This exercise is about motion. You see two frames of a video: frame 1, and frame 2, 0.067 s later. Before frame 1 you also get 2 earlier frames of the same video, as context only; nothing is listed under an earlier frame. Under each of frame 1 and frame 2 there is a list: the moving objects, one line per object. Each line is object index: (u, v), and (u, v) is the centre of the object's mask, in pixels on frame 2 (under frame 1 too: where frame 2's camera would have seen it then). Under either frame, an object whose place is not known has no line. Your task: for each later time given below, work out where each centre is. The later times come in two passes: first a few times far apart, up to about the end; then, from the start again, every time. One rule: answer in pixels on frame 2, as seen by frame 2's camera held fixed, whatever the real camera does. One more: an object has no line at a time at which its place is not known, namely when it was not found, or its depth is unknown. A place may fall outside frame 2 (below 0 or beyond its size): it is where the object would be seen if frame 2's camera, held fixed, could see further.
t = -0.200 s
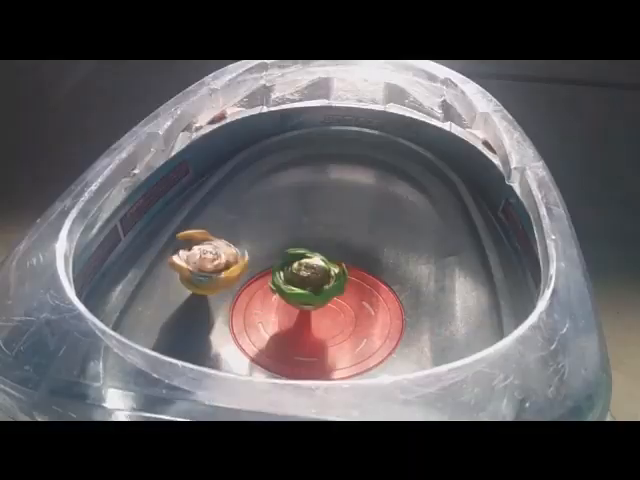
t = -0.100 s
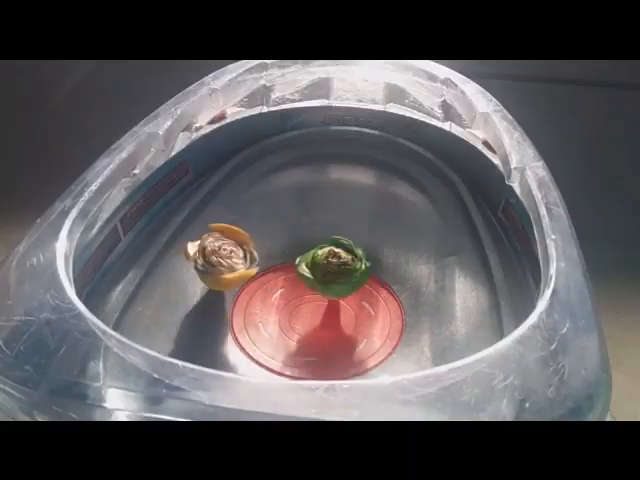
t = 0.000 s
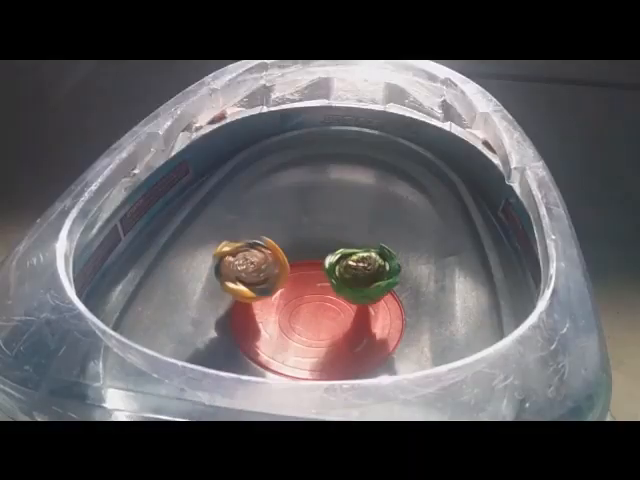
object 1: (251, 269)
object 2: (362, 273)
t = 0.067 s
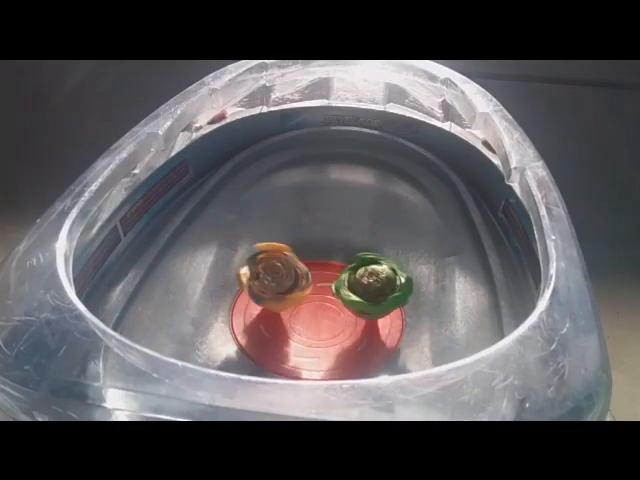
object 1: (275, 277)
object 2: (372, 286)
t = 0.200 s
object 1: (298, 269)
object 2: (380, 323)
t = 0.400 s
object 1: (326, 269)
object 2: (311, 336)
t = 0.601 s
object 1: (367, 268)
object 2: (262, 291)
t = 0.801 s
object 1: (383, 271)
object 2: (302, 253)
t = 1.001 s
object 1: (385, 299)
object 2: (318, 248)
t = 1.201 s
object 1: (351, 334)
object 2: (311, 282)
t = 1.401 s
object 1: (328, 352)
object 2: (266, 270)
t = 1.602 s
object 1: (297, 332)
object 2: (288, 271)
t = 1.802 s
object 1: (282, 329)
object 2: (326, 236)
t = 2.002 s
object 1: (297, 305)
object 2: (365, 254)
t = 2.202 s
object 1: (293, 293)
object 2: (401, 276)
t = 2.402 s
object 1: (308, 283)
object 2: (387, 304)
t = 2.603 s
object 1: (303, 264)
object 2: (383, 329)
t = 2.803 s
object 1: (298, 251)
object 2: (361, 332)
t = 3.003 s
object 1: (306, 267)
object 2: (340, 324)
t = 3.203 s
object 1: (315, 275)
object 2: (342, 340)
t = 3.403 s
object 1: (305, 290)
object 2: (368, 346)
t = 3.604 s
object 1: (305, 270)
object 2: (358, 338)
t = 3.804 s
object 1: (315, 277)
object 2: (356, 305)
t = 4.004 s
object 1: (301, 273)
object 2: (373, 291)
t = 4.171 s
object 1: (290, 270)
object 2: (359, 301)
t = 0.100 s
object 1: (290, 280)
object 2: (372, 294)
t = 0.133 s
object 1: (294, 276)
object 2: (378, 304)
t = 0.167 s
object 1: (295, 272)
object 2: (382, 312)
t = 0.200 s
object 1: (298, 269)
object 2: (380, 323)
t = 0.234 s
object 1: (301, 269)
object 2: (375, 330)
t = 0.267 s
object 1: (304, 269)
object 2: (366, 336)
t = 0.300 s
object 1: (309, 269)
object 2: (353, 341)
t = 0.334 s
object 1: (316, 269)
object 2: (337, 342)
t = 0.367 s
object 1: (322, 270)
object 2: (323, 341)
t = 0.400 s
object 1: (326, 269)
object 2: (311, 336)
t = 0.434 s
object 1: (330, 271)
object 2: (301, 331)
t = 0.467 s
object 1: (334, 273)
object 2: (291, 322)
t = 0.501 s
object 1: (344, 274)
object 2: (281, 316)
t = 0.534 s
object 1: (354, 271)
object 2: (272, 308)
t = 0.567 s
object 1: (360, 269)
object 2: (265, 299)
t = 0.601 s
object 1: (367, 268)
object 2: (262, 291)
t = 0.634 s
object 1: (373, 269)
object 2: (263, 282)
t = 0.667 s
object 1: (380, 267)
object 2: (265, 274)
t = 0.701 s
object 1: (383, 266)
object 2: (271, 266)
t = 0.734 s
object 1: (384, 267)
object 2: (279, 260)
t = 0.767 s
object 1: (383, 270)
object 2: (290, 256)
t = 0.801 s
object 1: (383, 271)
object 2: (302, 253)
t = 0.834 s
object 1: (385, 274)
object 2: (312, 251)
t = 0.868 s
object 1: (390, 280)
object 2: (313, 249)
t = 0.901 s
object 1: (389, 284)
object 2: (314, 247)
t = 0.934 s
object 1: (389, 288)
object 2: (315, 245)
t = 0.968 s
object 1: (387, 292)
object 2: (317, 247)
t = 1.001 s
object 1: (385, 299)
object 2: (318, 248)
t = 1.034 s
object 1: (383, 305)
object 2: (318, 252)
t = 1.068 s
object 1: (379, 310)
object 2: (319, 258)
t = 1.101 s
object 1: (373, 317)
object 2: (318, 263)
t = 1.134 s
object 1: (366, 322)
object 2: (317, 269)
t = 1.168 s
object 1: (359, 329)
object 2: (315, 276)
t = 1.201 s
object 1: (351, 334)
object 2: (311, 282)
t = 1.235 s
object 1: (346, 340)
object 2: (302, 284)
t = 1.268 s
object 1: (346, 346)
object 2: (294, 281)
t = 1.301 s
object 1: (344, 348)
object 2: (284, 279)
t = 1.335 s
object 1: (338, 350)
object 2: (276, 276)
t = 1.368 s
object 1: (333, 351)
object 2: (270, 272)
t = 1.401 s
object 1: (328, 352)
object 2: (266, 270)
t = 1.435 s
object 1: (320, 351)
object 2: (267, 268)
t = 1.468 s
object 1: (315, 350)
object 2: (267, 266)
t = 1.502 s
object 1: (310, 347)
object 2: (270, 265)
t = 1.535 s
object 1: (305, 344)
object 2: (274, 265)
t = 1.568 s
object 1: (301, 339)
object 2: (281, 267)
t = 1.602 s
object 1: (297, 332)
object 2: (288, 271)
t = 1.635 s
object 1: (290, 328)
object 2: (293, 272)
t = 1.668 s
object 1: (286, 332)
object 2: (299, 261)
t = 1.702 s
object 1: (281, 333)
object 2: (306, 253)
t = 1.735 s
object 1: (281, 332)
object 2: (314, 245)
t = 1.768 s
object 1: (282, 332)
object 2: (320, 239)
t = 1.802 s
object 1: (282, 329)
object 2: (326, 236)
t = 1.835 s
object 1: (283, 327)
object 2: (333, 234)
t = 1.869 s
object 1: (283, 323)
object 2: (343, 234)
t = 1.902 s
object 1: (286, 321)
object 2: (351, 235)
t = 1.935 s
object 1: (289, 316)
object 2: (357, 240)
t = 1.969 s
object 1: (292, 310)
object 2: (362, 246)
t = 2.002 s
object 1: (297, 305)
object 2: (365, 254)
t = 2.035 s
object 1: (300, 300)
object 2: (365, 262)
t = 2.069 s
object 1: (302, 300)
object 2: (369, 267)
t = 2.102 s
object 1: (294, 297)
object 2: (380, 268)
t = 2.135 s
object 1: (292, 297)
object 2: (391, 270)
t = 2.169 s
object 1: (291, 293)
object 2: (395, 273)
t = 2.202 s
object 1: (293, 293)
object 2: (401, 276)
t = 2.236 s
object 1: (294, 290)
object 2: (406, 279)
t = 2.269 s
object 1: (296, 289)
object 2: (406, 283)
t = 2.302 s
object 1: (298, 285)
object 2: (405, 288)
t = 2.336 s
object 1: (301, 285)
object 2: (402, 293)
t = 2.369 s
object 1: (303, 283)
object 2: (394, 299)
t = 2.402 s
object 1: (308, 283)
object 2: (387, 304)
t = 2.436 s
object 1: (310, 281)
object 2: (383, 308)
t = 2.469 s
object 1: (311, 279)
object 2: (380, 311)
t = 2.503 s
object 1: (313, 276)
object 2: (377, 316)
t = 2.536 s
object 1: (309, 271)
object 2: (381, 323)
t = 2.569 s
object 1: (305, 267)
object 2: (384, 328)
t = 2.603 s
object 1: (303, 264)
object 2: (383, 329)
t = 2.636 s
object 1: (299, 260)
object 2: (379, 330)
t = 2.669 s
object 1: (298, 257)
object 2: (375, 332)
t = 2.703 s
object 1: (298, 254)
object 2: (371, 334)
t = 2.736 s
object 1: (297, 253)
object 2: (368, 334)
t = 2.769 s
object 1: (298, 251)
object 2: (365, 334)
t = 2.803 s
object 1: (298, 251)
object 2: (361, 332)
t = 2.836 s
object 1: (299, 253)
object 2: (358, 330)
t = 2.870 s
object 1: (301, 256)
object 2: (353, 326)
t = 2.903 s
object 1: (301, 259)
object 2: (346, 322)
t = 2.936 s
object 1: (302, 262)
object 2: (341, 321)
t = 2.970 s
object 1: (305, 267)
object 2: (337, 319)
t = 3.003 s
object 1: (306, 267)
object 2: (340, 324)
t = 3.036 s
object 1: (310, 267)
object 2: (337, 326)
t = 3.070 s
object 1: (312, 270)
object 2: (335, 327)
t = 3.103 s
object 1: (310, 271)
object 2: (335, 331)
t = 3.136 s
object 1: (312, 271)
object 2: (337, 335)
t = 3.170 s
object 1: (315, 273)
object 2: (341, 338)
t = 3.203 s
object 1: (315, 275)
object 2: (342, 340)
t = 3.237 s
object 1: (315, 279)
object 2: (343, 341)
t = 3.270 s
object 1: (313, 283)
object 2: (345, 341)
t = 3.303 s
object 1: (312, 285)
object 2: (349, 340)
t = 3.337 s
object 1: (314, 288)
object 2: (352, 339)
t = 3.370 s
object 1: (310, 290)
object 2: (358, 341)
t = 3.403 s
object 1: (305, 290)
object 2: (368, 346)
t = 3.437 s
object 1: (301, 280)
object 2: (374, 347)
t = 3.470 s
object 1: (298, 275)
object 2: (375, 345)
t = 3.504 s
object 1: (298, 271)
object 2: (371, 341)
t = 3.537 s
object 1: (300, 269)
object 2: (367, 340)
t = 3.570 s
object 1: (304, 269)
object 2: (362, 342)
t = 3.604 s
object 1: (305, 270)
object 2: (358, 338)
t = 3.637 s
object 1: (306, 272)
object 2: (355, 332)
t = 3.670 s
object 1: (309, 273)
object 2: (352, 327)
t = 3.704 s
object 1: (313, 275)
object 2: (350, 318)
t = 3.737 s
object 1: (314, 275)
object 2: (351, 314)
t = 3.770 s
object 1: (314, 275)
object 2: (354, 310)
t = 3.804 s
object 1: (315, 277)
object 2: (356, 305)
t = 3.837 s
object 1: (314, 278)
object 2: (360, 300)
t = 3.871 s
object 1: (314, 278)
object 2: (362, 296)
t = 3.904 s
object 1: (314, 278)
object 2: (367, 291)
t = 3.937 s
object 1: (311, 276)
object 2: (372, 291)
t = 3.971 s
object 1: (305, 274)
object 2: (374, 290)
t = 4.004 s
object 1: (301, 273)
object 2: (373, 291)
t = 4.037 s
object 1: (299, 272)
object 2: (370, 291)
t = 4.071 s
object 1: (296, 271)
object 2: (366, 293)
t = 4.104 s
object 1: (293, 270)
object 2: (363, 296)
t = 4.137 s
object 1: (291, 270)
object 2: (361, 298)
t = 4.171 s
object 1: (290, 270)
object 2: (359, 301)
